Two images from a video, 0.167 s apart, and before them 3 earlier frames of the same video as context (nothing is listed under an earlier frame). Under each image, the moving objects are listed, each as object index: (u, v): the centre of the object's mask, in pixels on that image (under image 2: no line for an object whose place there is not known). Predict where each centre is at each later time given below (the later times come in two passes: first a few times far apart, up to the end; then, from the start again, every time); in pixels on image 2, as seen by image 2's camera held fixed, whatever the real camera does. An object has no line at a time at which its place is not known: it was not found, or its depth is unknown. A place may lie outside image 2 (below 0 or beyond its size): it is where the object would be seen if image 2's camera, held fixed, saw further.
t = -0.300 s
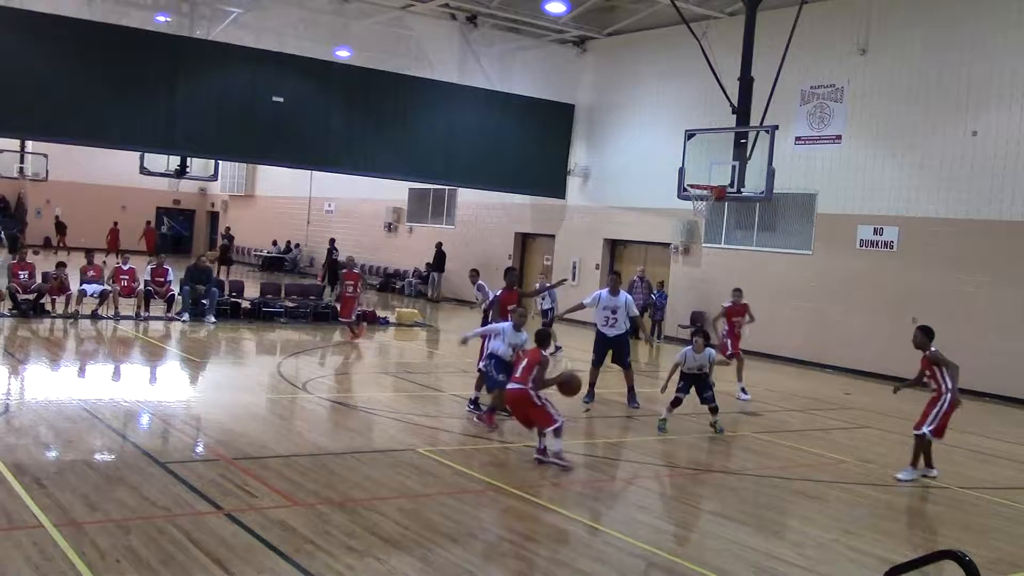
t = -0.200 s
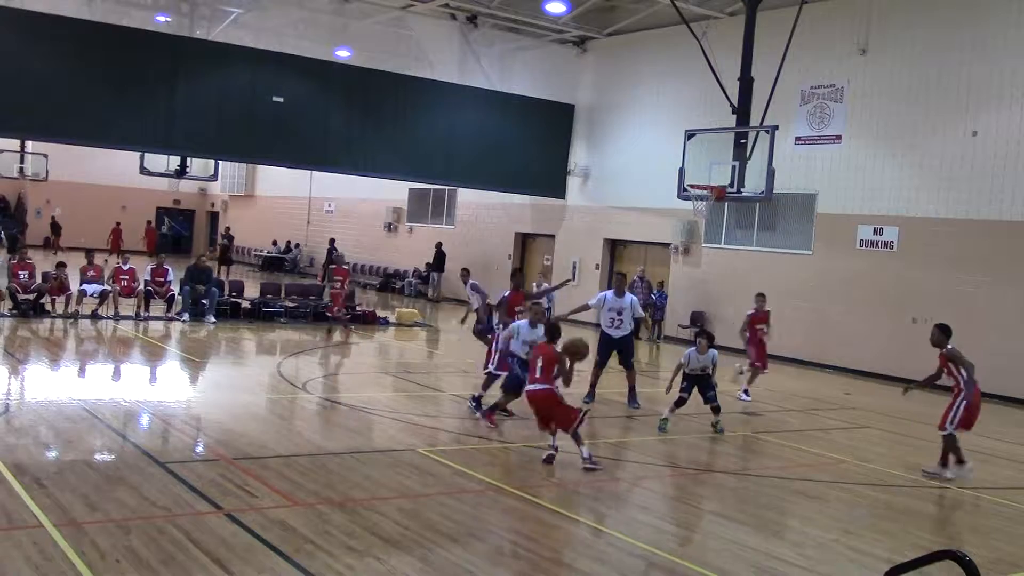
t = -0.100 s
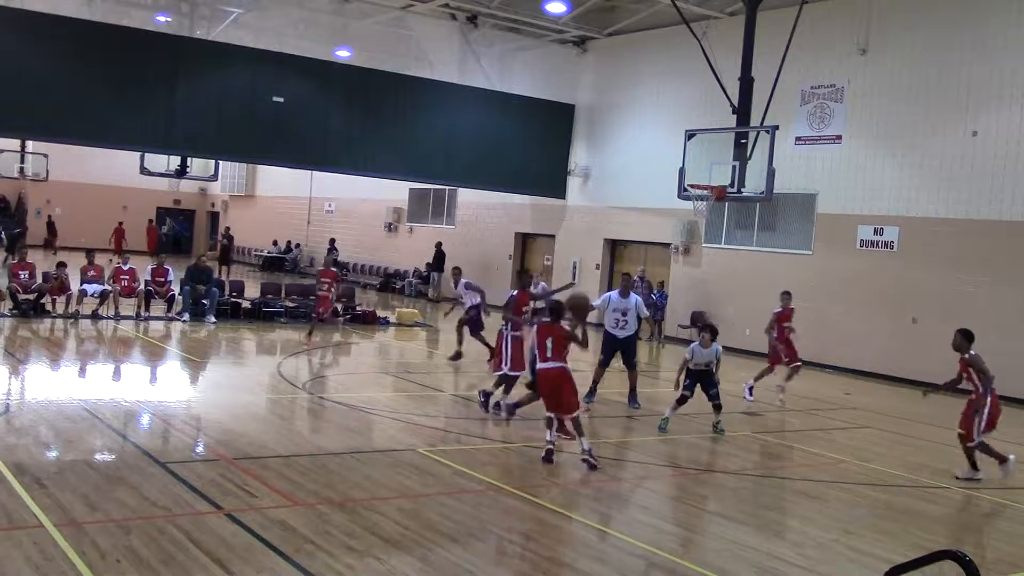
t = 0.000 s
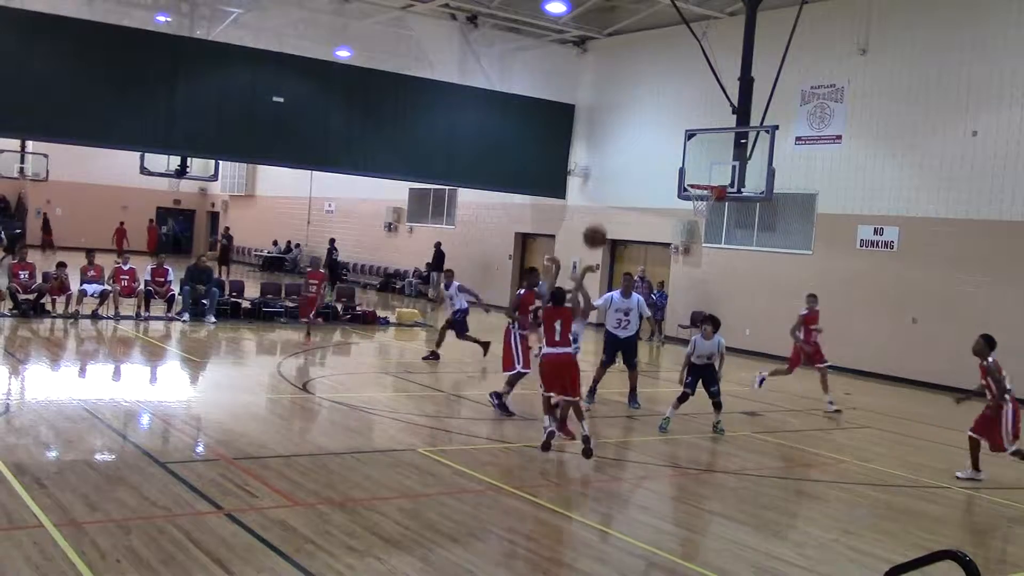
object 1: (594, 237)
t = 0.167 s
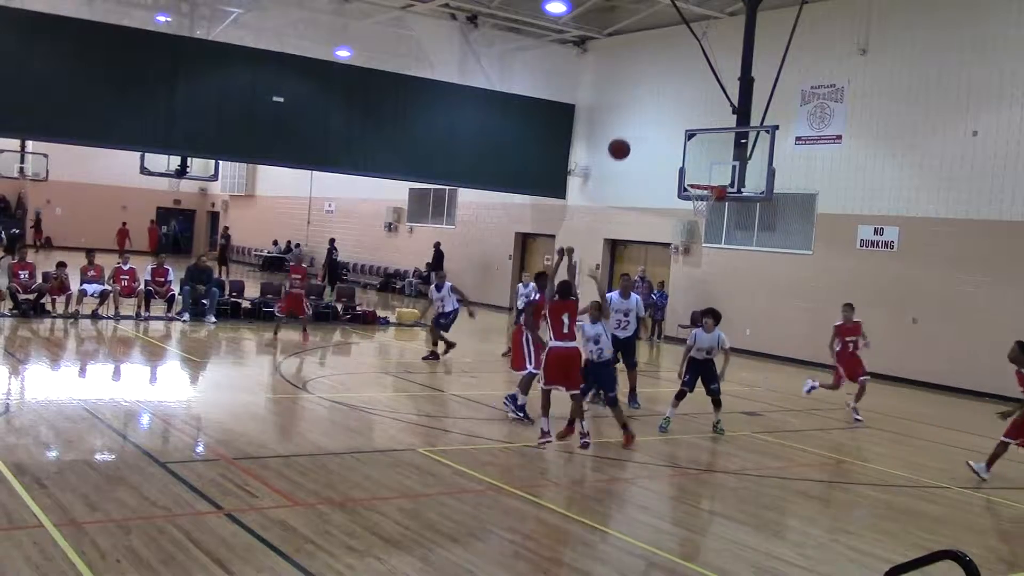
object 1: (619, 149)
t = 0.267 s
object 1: (630, 114)
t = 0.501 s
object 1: (651, 74)
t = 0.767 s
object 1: (666, 83)
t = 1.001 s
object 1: (674, 131)
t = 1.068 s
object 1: (675, 149)
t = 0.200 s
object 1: (623, 136)
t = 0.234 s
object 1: (627, 125)
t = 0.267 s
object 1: (630, 114)
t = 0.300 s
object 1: (634, 105)
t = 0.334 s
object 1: (637, 97)
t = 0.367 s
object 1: (640, 90)
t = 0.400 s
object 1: (643, 85)
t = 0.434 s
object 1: (646, 80)
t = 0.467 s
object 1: (648, 76)
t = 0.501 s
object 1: (651, 74)
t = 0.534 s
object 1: (653, 72)
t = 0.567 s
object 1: (655, 71)
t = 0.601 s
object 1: (658, 71)
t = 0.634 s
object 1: (660, 72)
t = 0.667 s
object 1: (661, 74)
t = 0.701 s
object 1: (663, 77)
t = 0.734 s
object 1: (665, 79)
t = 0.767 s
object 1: (666, 83)
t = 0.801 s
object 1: (668, 88)
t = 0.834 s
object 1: (669, 93)
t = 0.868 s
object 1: (670, 99)
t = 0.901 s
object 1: (671, 106)
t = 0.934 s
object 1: (672, 114)
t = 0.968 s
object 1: (673, 122)
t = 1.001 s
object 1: (674, 131)
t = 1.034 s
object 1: (674, 140)
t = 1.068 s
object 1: (675, 149)
